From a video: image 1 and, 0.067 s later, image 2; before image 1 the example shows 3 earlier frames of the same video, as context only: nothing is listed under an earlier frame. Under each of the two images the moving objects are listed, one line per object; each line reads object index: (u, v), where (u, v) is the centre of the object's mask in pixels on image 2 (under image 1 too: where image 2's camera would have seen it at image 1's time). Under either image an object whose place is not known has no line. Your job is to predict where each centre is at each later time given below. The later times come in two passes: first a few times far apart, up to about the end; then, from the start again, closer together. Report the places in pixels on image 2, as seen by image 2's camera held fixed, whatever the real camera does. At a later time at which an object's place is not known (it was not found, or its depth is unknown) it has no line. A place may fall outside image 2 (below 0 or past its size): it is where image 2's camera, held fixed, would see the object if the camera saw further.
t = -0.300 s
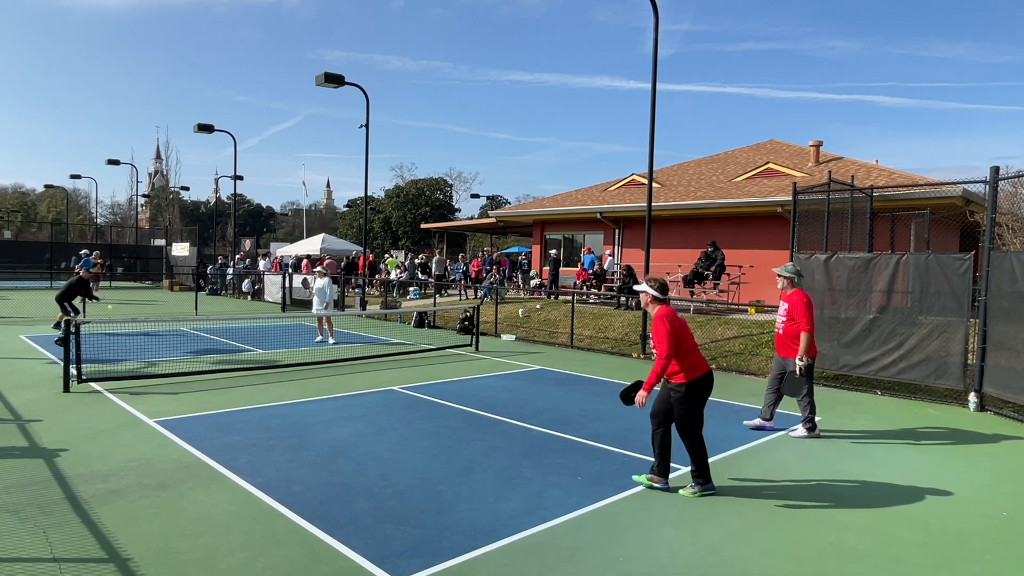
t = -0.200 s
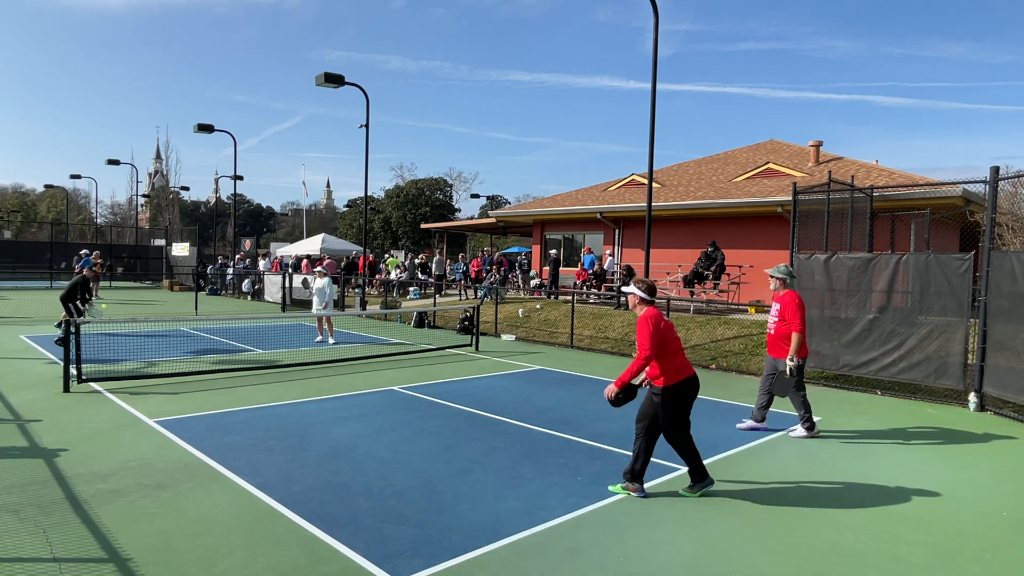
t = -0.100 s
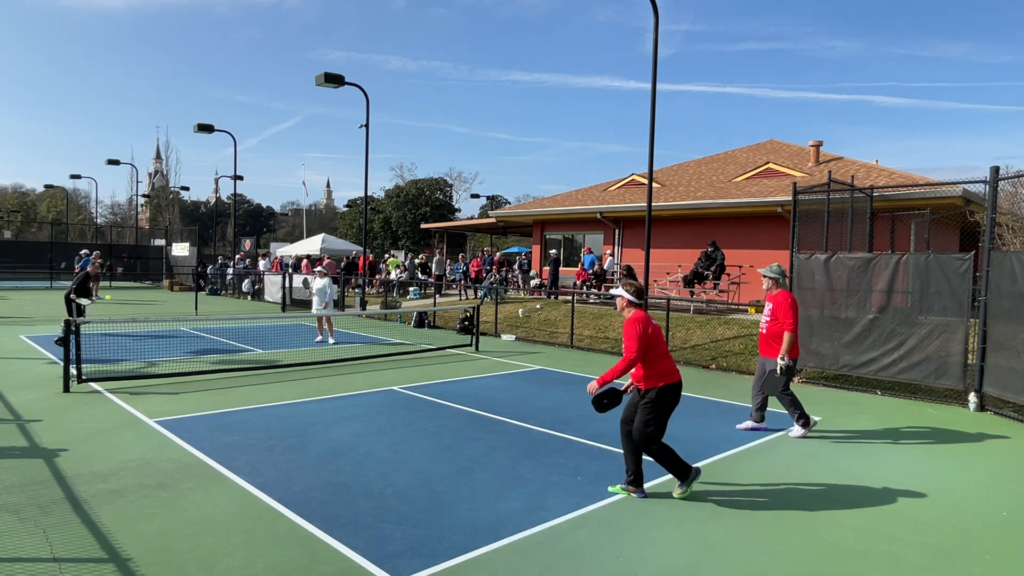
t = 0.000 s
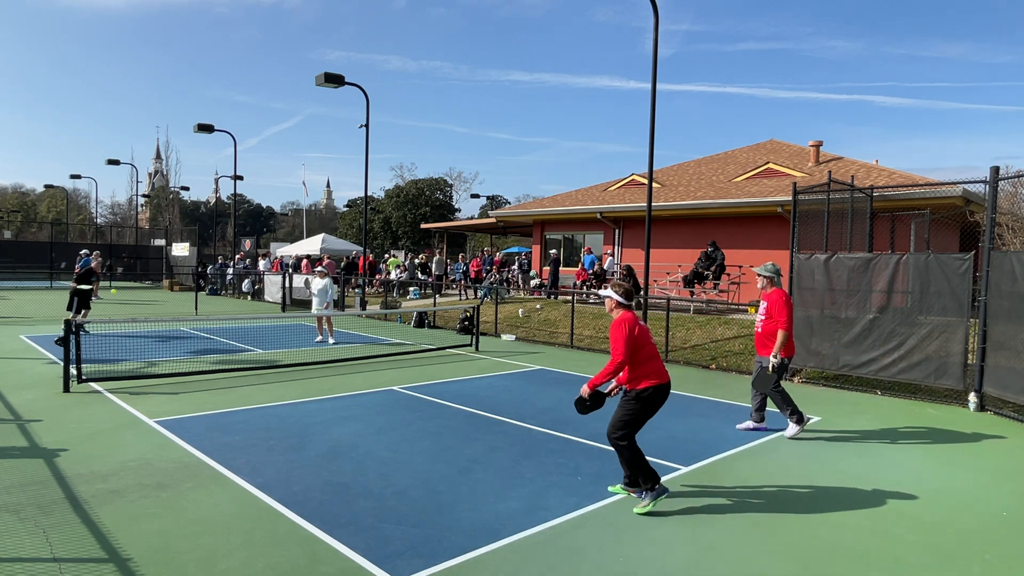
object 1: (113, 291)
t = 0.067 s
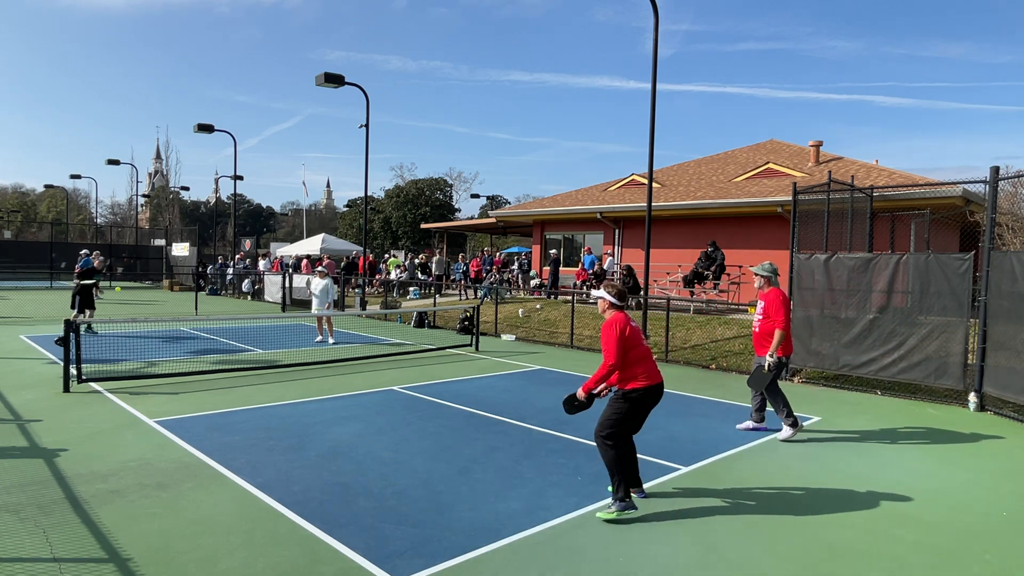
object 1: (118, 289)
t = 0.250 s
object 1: (133, 294)
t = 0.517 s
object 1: (170, 344)
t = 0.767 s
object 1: (233, 482)
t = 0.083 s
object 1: (119, 289)
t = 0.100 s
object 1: (120, 289)
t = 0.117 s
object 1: (121, 289)
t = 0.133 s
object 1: (122, 289)
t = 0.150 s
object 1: (124, 289)
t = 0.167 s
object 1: (125, 289)
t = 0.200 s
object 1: (128, 291)
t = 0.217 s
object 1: (130, 292)
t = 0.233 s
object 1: (132, 292)
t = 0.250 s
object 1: (133, 294)
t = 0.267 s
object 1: (135, 295)
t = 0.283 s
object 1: (137, 296)
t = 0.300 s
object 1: (139, 298)
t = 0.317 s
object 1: (141, 300)
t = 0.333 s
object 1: (143, 302)
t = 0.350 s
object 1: (145, 305)
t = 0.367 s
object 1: (147, 308)
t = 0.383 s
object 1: (149, 310)
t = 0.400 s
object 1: (151, 313)
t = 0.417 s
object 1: (154, 317)
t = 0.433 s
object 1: (156, 321)
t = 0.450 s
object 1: (158, 324)
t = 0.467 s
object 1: (162, 329)
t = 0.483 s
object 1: (164, 333)
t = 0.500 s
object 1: (167, 338)
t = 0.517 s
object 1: (170, 344)
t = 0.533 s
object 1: (173, 349)
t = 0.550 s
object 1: (176, 355)
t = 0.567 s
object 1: (179, 362)
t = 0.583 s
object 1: (183, 369)
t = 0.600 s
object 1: (187, 376)
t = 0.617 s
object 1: (191, 384)
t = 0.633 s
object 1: (195, 392)
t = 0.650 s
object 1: (199, 401)
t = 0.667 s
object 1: (203, 410)
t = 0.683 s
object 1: (208, 420)
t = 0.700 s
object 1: (212, 431)
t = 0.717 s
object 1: (217, 442)
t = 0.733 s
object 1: (223, 454)
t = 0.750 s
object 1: (228, 467)
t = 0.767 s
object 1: (233, 482)
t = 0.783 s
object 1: (238, 487)
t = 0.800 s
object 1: (242, 484)
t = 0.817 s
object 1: (247, 482)
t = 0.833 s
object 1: (251, 481)
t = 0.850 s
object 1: (255, 480)
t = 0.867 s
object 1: (260, 479)
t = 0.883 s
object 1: (264, 479)
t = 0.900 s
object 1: (269, 479)
